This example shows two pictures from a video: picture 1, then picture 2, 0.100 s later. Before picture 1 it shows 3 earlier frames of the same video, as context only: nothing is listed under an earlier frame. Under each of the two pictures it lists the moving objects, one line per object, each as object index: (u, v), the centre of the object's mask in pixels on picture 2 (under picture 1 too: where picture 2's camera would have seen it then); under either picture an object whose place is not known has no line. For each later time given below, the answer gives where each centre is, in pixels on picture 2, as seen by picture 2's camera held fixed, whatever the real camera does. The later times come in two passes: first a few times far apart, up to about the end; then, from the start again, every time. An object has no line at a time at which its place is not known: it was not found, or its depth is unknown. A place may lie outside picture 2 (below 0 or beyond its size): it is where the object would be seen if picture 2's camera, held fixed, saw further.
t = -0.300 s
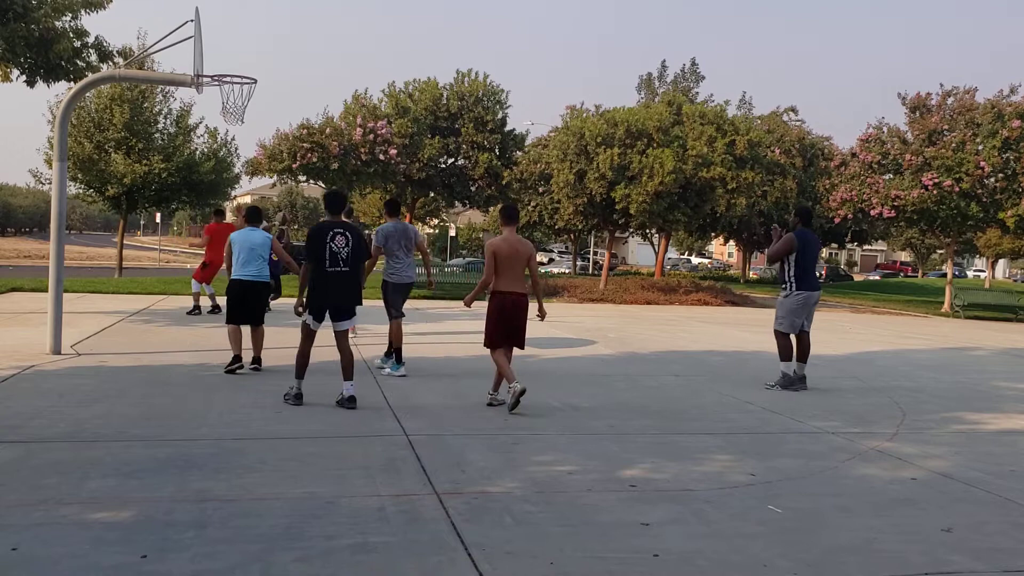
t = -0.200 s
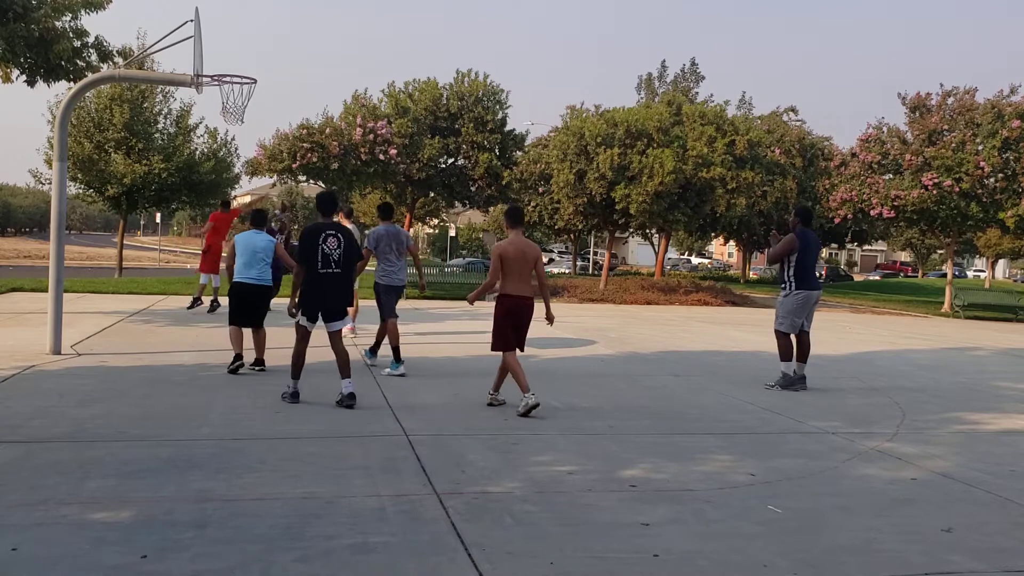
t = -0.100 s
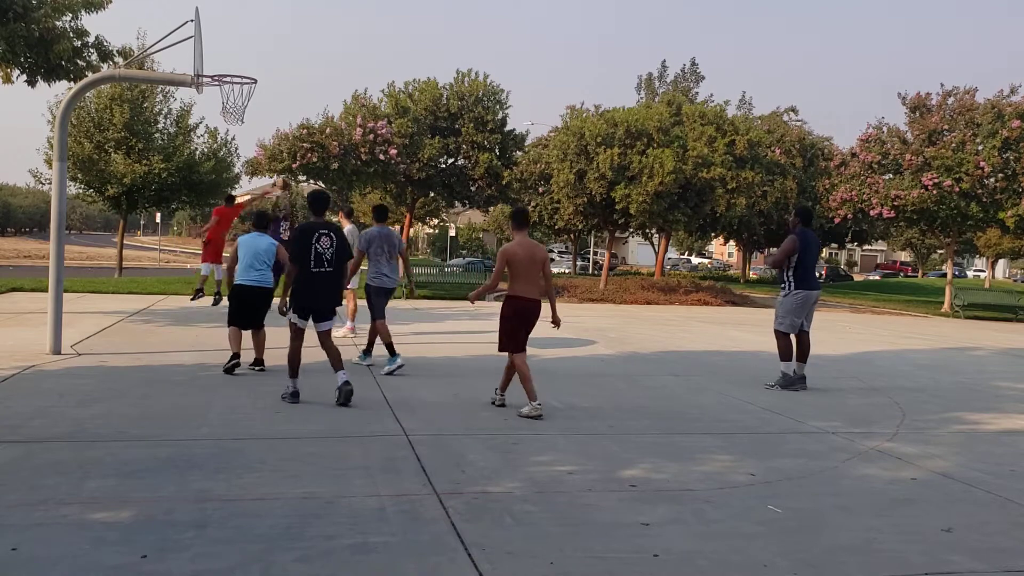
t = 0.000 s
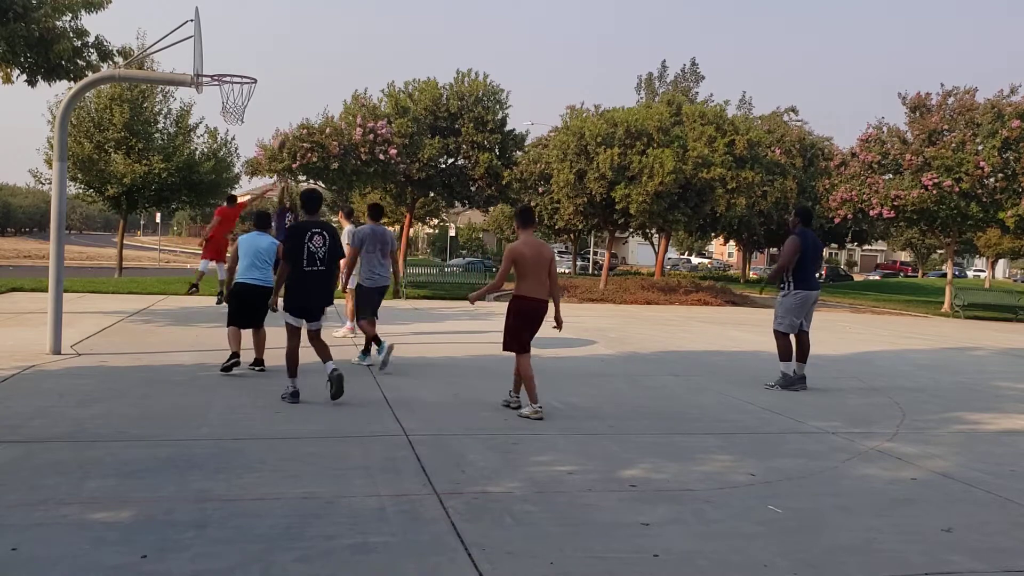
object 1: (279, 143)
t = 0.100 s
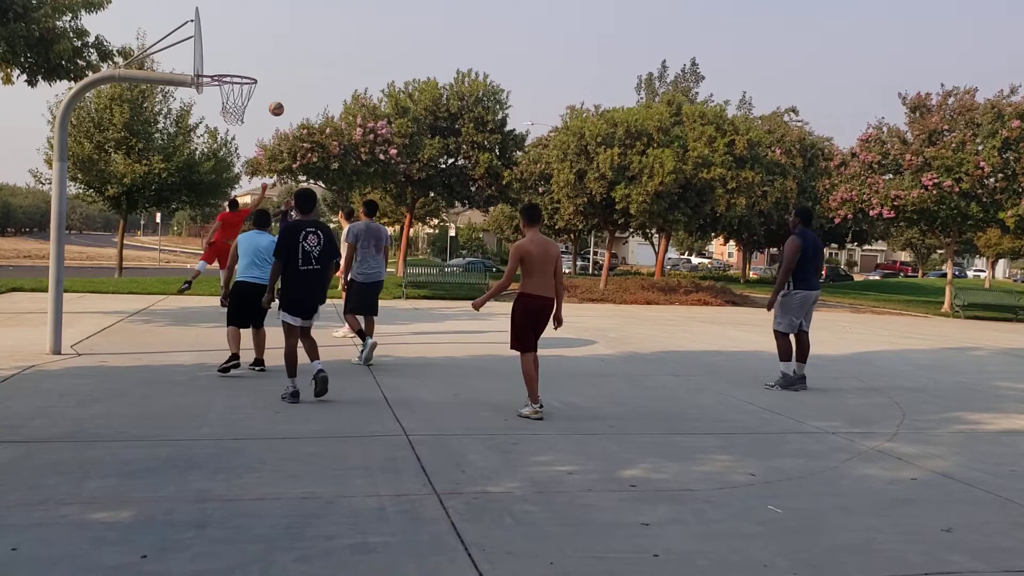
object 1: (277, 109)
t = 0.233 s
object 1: (271, 68)
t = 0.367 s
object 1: (265, 37)
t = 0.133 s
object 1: (275, 98)
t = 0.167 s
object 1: (274, 88)
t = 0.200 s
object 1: (272, 78)
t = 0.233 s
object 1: (271, 68)
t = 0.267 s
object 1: (269, 60)
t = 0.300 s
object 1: (268, 52)
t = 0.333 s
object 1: (266, 44)
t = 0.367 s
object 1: (265, 37)
